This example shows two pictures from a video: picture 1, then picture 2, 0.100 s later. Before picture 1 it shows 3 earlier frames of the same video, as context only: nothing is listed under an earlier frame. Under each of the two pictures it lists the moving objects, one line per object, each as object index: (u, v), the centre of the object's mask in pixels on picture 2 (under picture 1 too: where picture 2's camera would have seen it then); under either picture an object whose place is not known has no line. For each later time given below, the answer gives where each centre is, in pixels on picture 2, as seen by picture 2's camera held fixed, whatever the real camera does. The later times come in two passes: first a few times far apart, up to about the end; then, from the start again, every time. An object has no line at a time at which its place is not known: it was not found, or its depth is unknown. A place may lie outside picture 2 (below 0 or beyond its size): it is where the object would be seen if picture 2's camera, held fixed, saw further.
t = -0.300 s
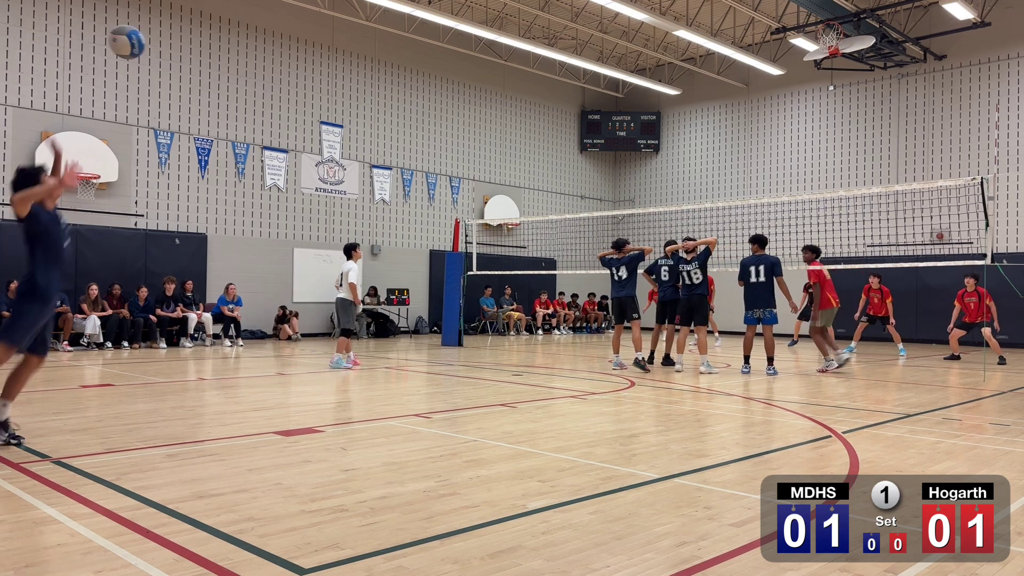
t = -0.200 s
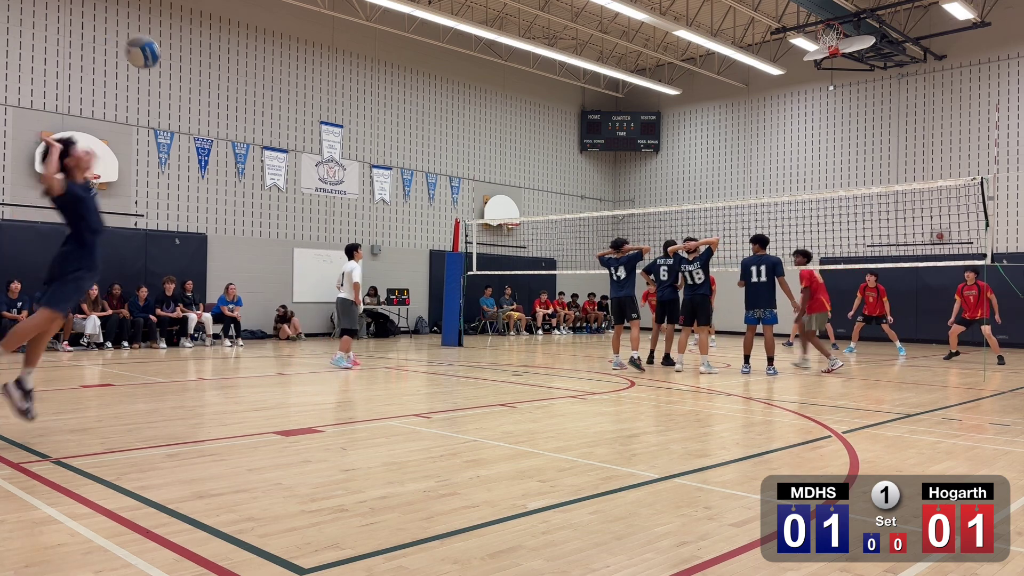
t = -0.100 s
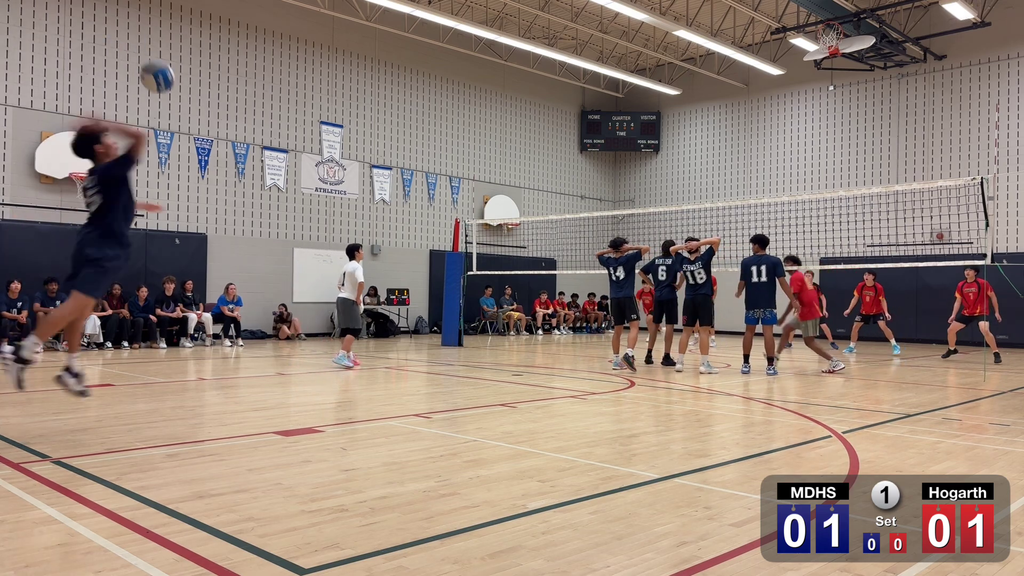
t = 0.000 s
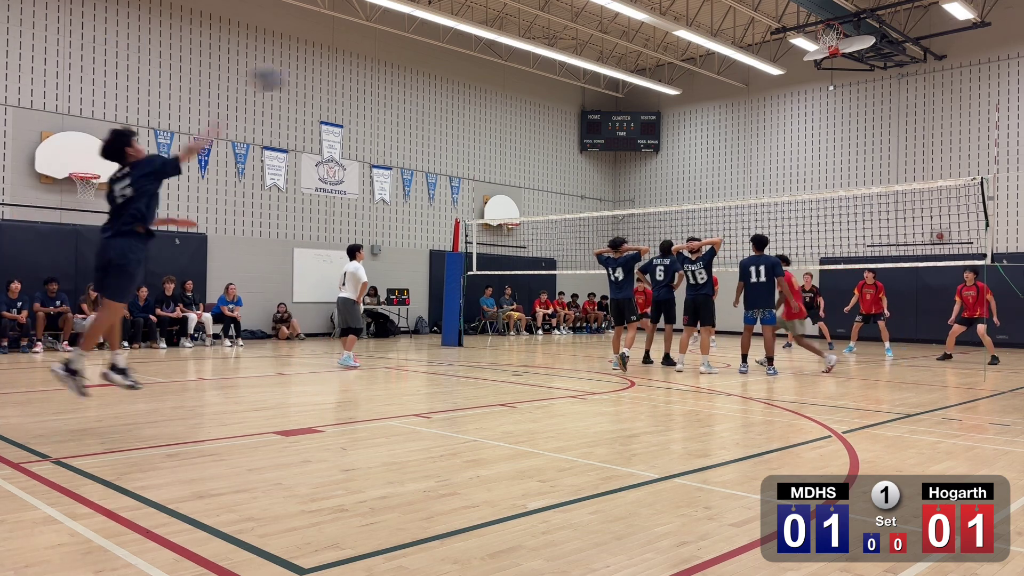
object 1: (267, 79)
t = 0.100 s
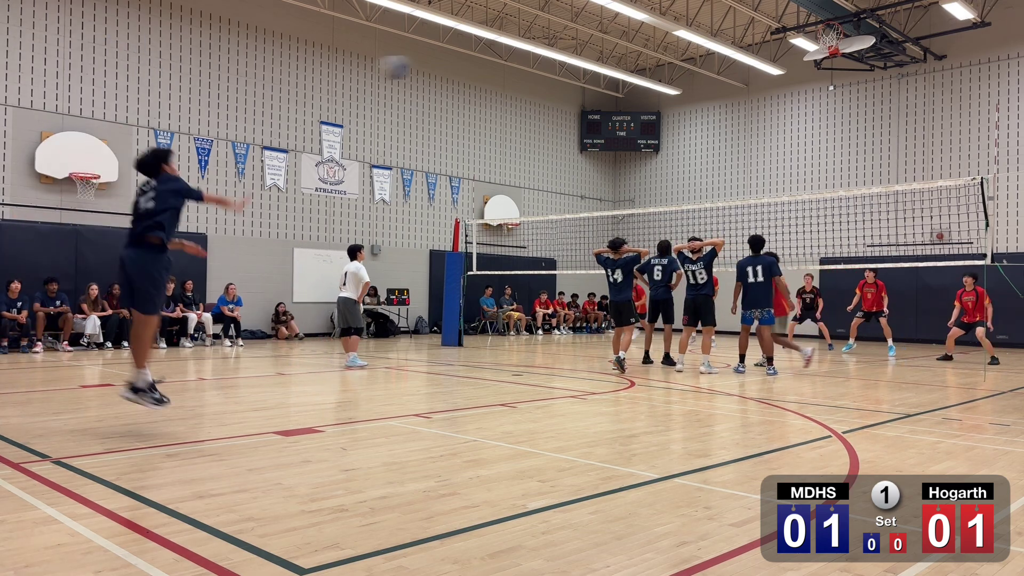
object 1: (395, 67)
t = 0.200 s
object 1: (487, 66)
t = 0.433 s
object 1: (628, 88)
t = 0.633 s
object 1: (707, 118)
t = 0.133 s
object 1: (429, 65)
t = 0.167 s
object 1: (459, 65)
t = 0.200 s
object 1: (487, 66)
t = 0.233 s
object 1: (513, 68)
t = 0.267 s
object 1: (536, 69)
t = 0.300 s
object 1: (557, 71)
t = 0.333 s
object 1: (578, 75)
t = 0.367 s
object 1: (595, 79)
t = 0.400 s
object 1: (613, 84)
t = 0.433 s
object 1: (628, 88)
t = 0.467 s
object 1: (644, 93)
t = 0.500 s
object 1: (658, 97)
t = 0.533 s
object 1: (671, 101)
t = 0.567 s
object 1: (684, 106)
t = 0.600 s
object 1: (696, 112)
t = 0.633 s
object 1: (707, 118)
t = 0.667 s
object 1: (717, 124)
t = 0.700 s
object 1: (727, 130)
